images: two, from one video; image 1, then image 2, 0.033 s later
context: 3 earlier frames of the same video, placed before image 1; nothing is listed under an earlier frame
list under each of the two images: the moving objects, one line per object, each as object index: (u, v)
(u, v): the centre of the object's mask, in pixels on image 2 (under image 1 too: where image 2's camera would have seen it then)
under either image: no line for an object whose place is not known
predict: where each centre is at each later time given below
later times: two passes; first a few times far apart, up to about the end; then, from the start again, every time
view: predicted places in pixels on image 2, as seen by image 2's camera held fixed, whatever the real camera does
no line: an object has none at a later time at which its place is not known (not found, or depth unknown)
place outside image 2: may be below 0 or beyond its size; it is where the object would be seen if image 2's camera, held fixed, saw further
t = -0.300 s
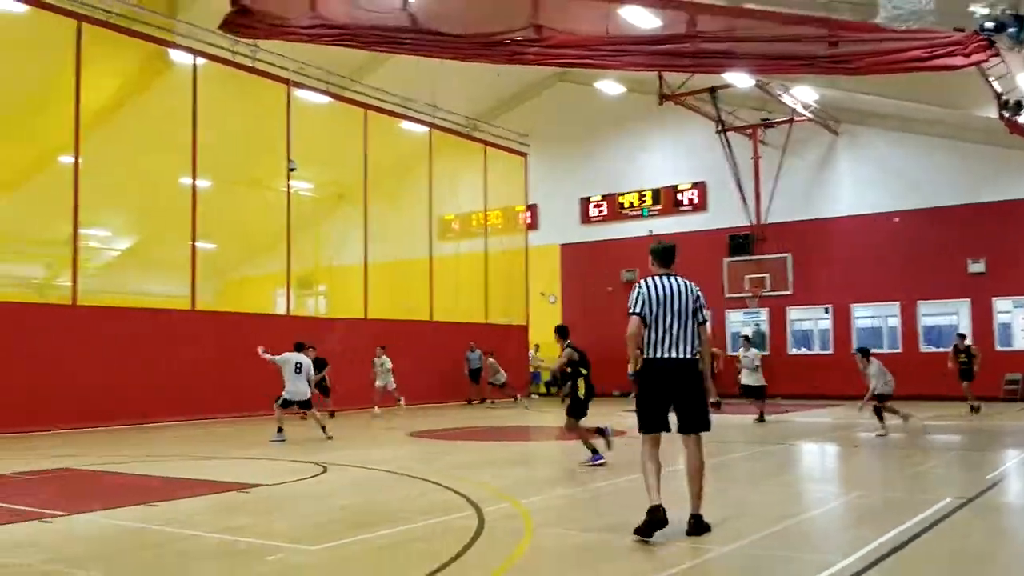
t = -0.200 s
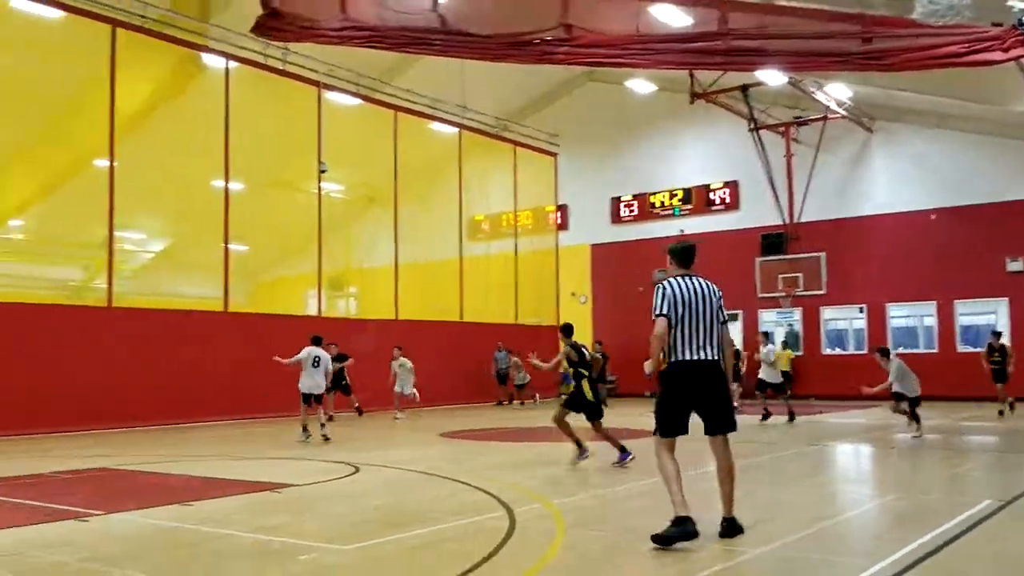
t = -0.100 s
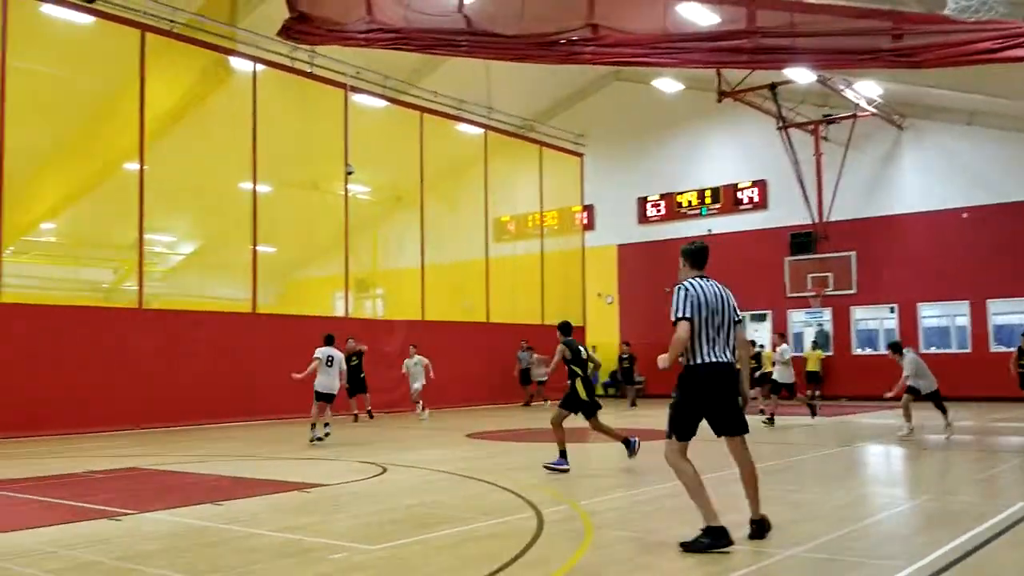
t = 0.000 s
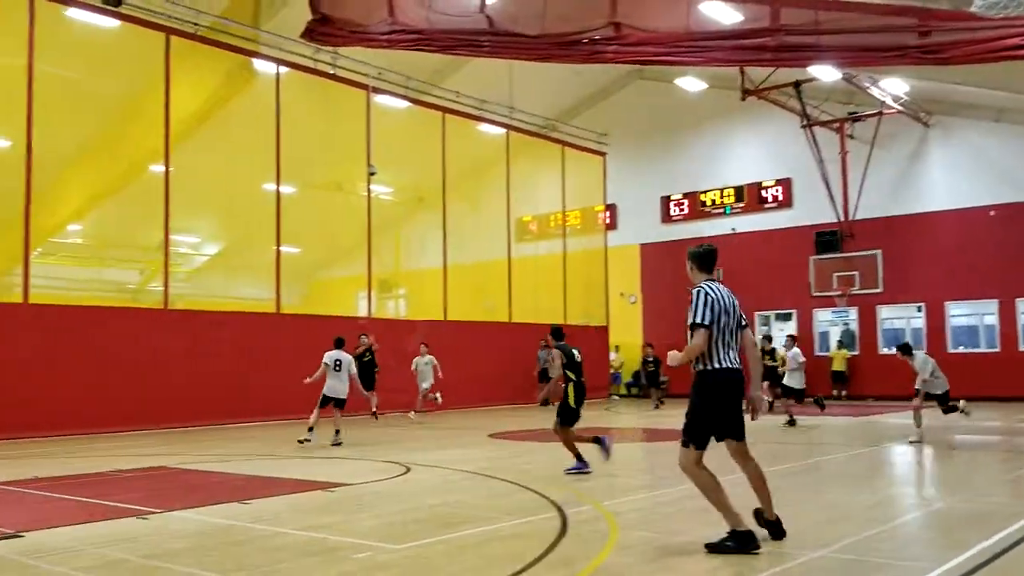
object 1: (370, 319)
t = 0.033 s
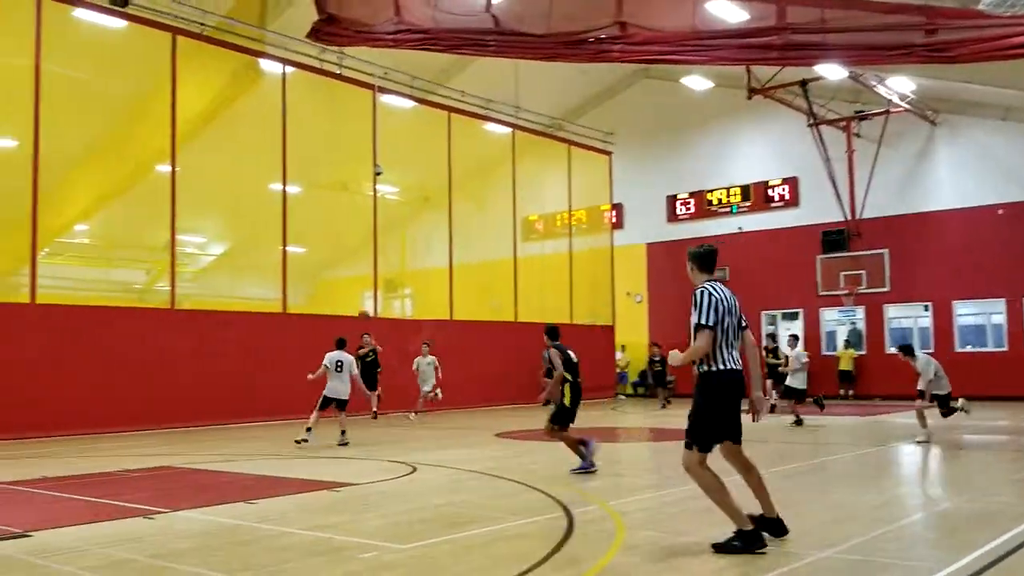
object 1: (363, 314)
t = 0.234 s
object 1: (338, 269)
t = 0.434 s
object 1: (303, 234)
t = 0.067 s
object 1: (359, 307)
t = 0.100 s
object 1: (355, 300)
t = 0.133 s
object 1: (351, 292)
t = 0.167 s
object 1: (347, 284)
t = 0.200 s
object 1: (342, 278)
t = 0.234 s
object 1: (338, 269)
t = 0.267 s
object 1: (333, 264)
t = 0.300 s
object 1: (327, 257)
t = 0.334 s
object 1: (322, 252)
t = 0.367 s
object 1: (316, 246)
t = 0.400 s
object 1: (309, 240)
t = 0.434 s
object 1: (303, 234)
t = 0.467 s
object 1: (297, 230)
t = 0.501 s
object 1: (290, 225)
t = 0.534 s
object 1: (282, 221)
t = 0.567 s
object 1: (274, 218)
